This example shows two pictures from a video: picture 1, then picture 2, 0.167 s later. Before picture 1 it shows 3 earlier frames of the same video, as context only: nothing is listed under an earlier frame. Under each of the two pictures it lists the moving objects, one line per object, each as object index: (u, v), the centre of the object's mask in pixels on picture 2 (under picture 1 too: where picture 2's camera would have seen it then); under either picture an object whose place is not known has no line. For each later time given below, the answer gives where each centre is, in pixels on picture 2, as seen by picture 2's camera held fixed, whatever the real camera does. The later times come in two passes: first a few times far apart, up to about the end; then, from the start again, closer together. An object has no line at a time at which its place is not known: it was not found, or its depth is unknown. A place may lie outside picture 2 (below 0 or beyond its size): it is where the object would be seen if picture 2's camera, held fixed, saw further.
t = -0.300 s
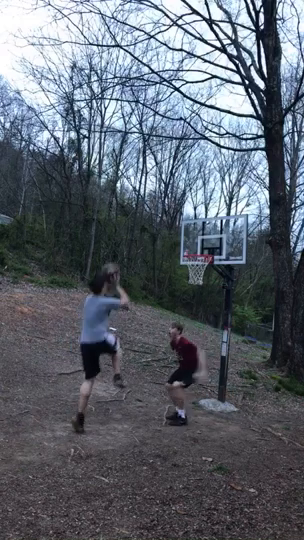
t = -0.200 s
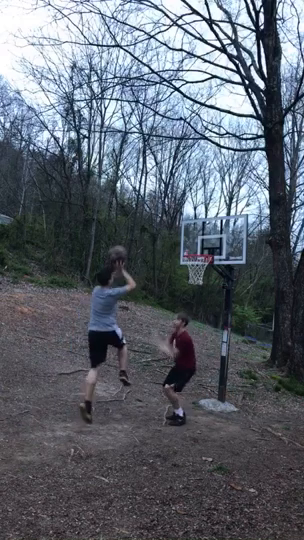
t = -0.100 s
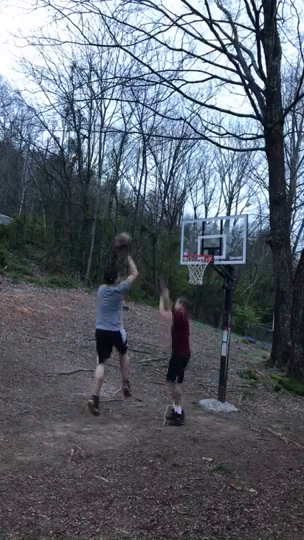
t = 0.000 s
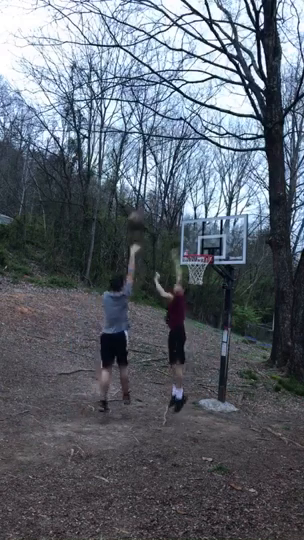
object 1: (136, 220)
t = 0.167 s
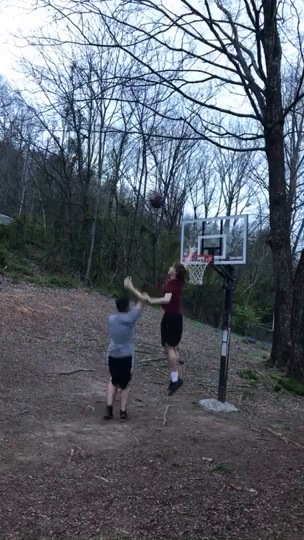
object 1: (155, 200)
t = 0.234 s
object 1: (163, 197)
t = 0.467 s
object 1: (184, 207)
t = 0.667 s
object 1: (196, 238)
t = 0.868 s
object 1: (198, 229)
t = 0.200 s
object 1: (160, 198)
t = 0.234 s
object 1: (163, 197)
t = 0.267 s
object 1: (168, 196)
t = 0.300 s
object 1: (170, 196)
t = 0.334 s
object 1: (172, 197)
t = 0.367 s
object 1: (177, 199)
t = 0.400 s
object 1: (180, 201)
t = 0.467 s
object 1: (184, 207)
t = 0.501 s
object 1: (187, 211)
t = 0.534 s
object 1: (189, 216)
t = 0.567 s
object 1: (190, 221)
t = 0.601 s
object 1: (193, 228)
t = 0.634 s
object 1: (193, 231)
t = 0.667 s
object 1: (196, 238)
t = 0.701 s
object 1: (196, 241)
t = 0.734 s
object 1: (199, 249)
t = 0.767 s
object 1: (197, 239)
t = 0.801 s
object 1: (198, 237)
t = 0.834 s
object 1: (198, 232)
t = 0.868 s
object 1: (198, 229)
